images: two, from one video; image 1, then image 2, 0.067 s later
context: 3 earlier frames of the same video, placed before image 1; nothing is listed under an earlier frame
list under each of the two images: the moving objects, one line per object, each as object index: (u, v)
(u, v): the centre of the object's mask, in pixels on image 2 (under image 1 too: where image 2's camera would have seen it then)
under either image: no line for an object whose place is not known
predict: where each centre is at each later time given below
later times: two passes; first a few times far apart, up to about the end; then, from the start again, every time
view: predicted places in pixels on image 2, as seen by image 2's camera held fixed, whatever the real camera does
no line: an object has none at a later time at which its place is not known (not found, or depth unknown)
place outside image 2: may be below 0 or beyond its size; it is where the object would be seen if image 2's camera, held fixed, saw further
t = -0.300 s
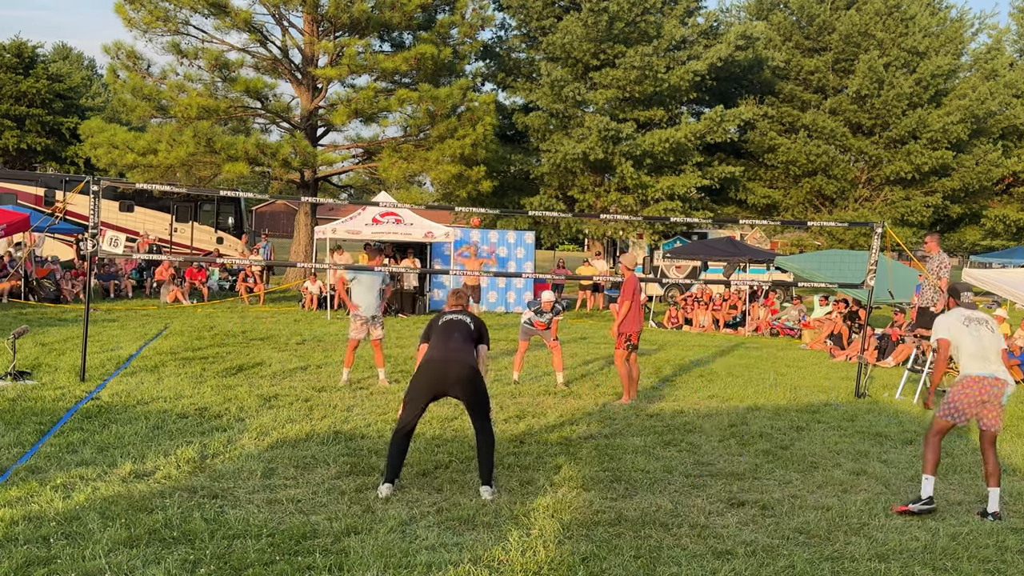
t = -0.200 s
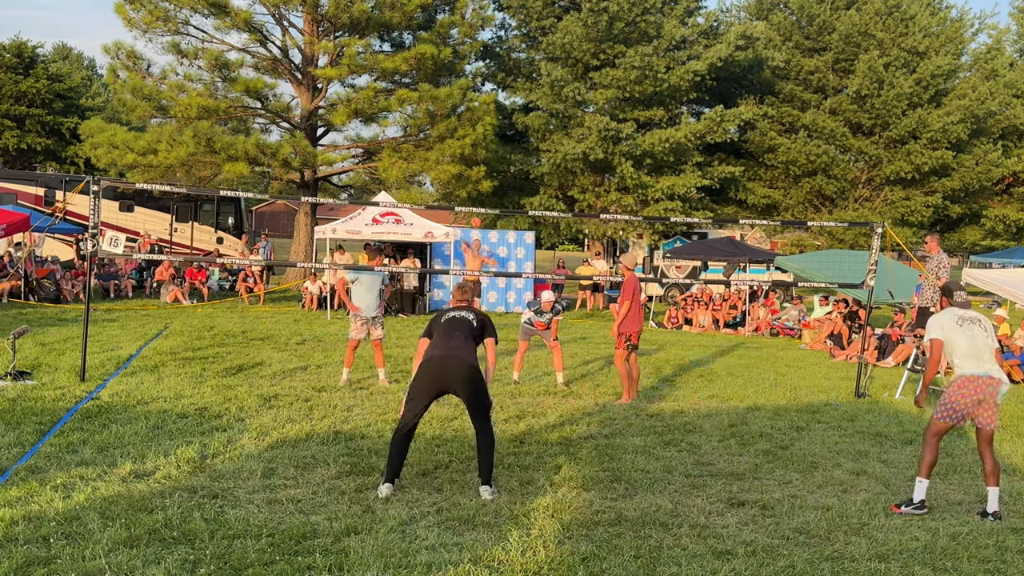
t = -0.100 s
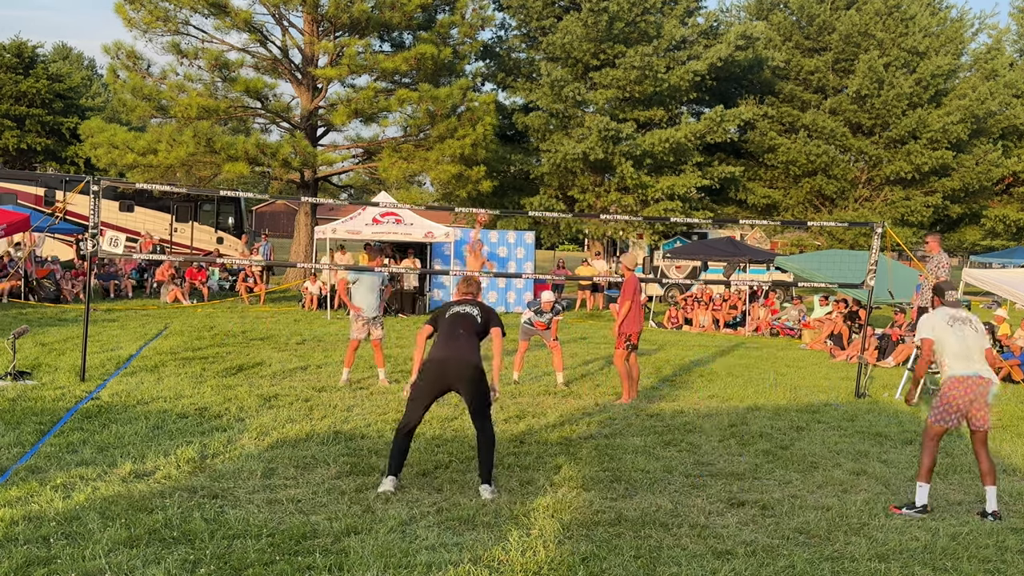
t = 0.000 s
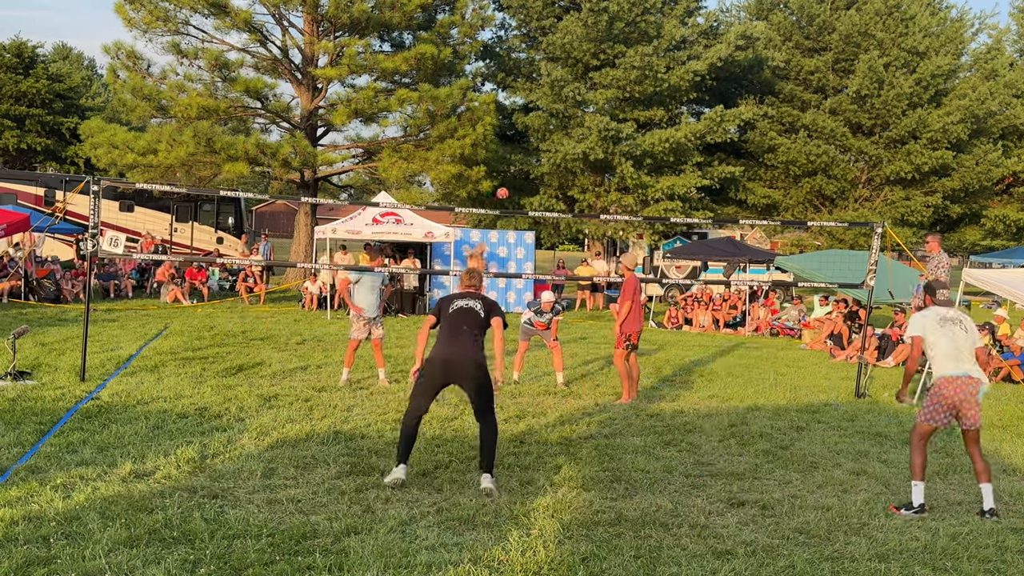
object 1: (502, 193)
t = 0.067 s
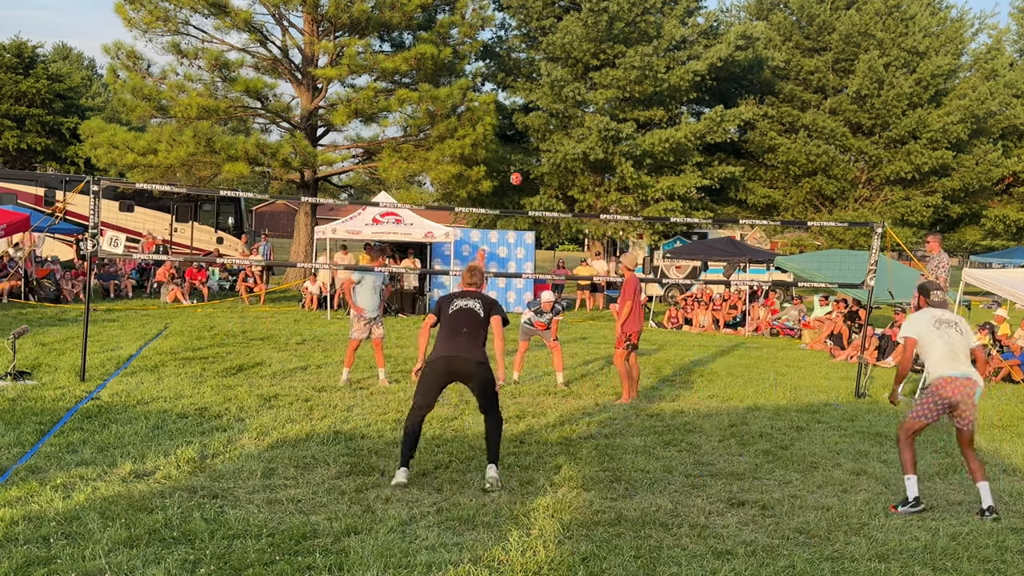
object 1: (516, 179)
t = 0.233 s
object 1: (550, 154)
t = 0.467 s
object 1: (611, 141)
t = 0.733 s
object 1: (689, 172)
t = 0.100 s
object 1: (523, 172)
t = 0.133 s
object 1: (530, 167)
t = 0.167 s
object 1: (537, 161)
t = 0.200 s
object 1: (545, 157)
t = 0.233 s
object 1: (550, 154)
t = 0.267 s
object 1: (559, 150)
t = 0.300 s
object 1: (568, 147)
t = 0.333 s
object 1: (576, 144)
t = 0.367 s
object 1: (585, 143)
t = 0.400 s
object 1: (594, 142)
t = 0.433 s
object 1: (601, 141)
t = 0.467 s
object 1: (611, 141)
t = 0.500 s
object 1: (619, 141)
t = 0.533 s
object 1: (629, 144)
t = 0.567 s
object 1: (638, 146)
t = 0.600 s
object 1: (647, 149)
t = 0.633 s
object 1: (657, 154)
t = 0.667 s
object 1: (667, 159)
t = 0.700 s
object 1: (678, 165)
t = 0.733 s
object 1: (689, 172)
